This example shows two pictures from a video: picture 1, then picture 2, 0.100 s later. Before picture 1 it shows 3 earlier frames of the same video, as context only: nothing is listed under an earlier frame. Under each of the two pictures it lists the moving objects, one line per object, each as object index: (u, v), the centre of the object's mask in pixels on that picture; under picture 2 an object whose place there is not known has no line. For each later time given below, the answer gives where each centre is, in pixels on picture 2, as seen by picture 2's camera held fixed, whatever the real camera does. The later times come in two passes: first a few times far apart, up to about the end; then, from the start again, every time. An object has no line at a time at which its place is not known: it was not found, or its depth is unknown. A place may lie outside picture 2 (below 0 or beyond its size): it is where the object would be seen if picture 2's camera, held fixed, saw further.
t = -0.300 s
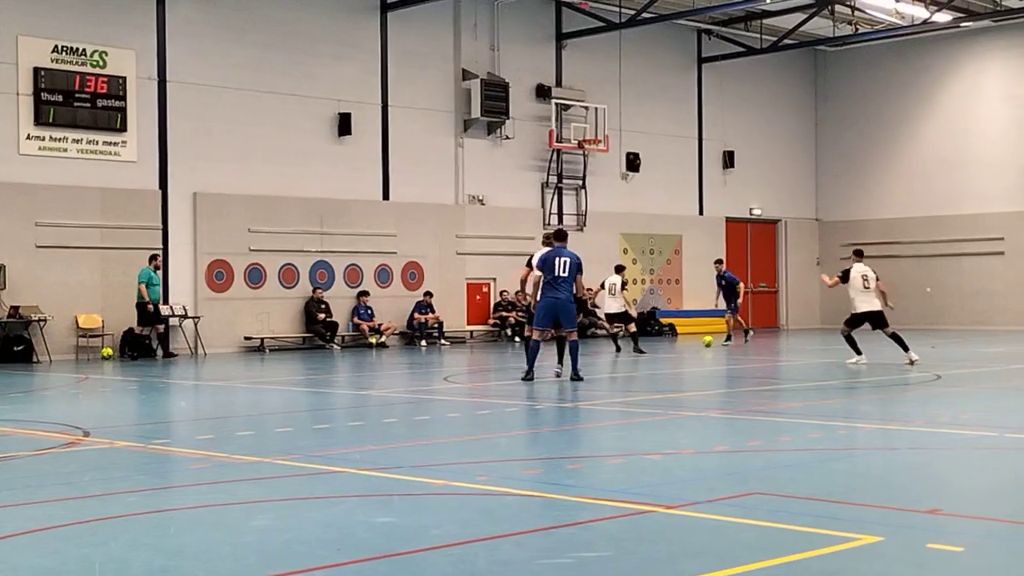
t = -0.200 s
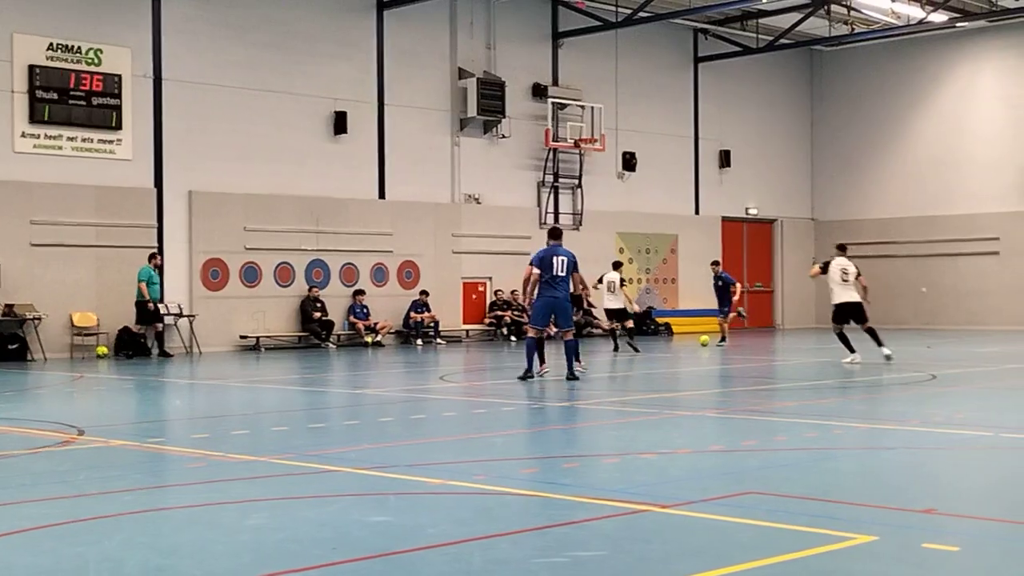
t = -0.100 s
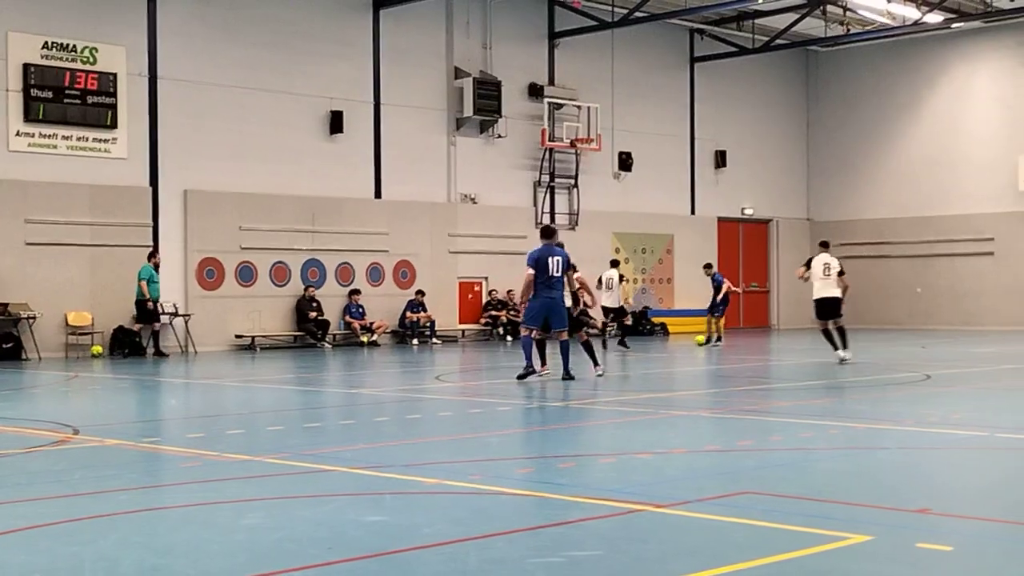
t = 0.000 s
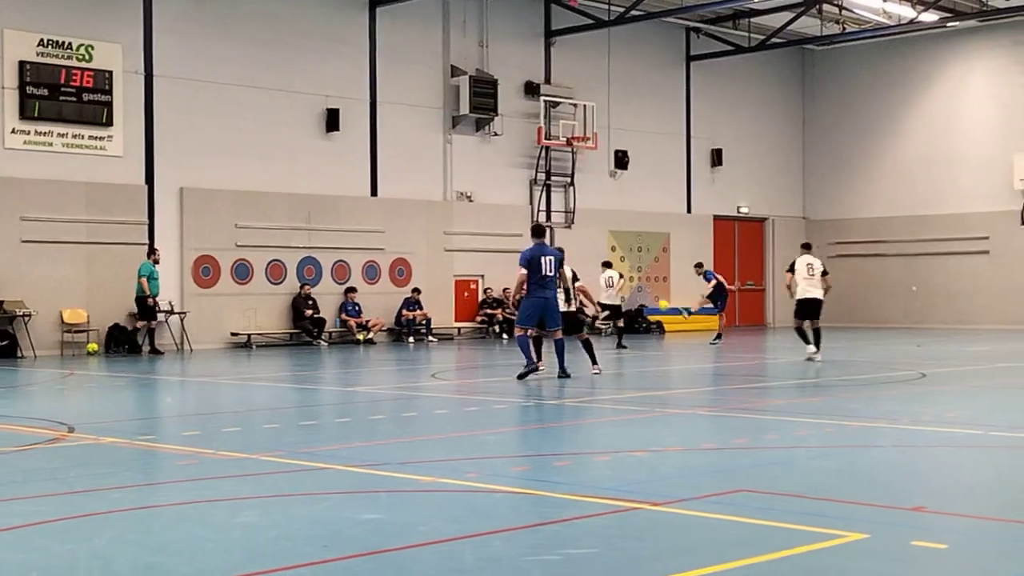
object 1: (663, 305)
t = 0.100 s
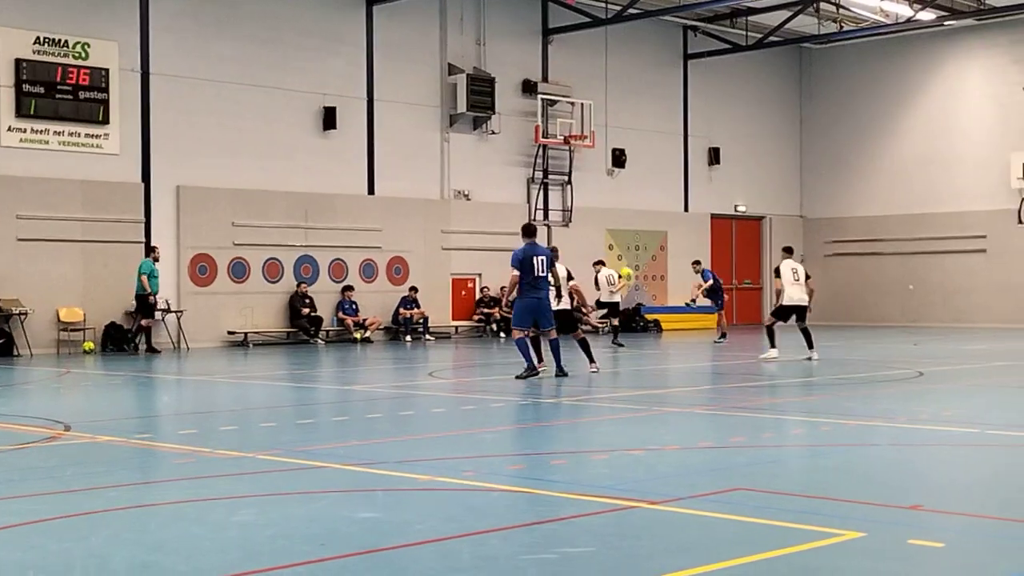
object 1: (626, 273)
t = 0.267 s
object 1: (568, 226)
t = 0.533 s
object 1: (468, 175)
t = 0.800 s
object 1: (353, 156)
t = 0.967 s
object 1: (275, 166)
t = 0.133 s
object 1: (614, 262)
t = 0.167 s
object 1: (603, 252)
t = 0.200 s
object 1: (591, 243)
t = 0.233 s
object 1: (580, 235)
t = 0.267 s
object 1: (568, 226)
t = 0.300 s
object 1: (556, 218)
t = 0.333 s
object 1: (544, 212)
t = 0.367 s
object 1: (532, 203)
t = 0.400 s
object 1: (519, 198)
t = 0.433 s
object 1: (507, 191)
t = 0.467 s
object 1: (494, 185)
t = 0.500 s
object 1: (481, 180)
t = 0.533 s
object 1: (468, 175)
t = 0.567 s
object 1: (455, 171)
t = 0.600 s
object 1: (440, 166)
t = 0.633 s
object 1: (426, 164)
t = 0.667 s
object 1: (412, 161)
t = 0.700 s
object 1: (397, 159)
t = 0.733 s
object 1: (383, 158)
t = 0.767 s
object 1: (368, 157)
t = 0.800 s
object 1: (353, 156)
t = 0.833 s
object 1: (337, 157)
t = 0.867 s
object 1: (322, 158)
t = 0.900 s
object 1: (307, 160)
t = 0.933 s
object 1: (290, 163)
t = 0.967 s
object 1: (275, 166)
